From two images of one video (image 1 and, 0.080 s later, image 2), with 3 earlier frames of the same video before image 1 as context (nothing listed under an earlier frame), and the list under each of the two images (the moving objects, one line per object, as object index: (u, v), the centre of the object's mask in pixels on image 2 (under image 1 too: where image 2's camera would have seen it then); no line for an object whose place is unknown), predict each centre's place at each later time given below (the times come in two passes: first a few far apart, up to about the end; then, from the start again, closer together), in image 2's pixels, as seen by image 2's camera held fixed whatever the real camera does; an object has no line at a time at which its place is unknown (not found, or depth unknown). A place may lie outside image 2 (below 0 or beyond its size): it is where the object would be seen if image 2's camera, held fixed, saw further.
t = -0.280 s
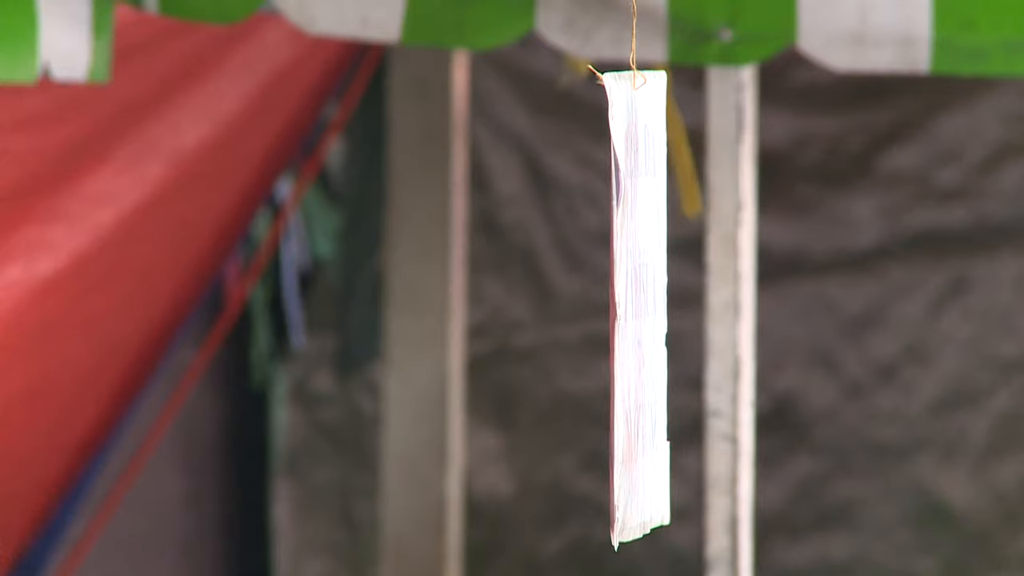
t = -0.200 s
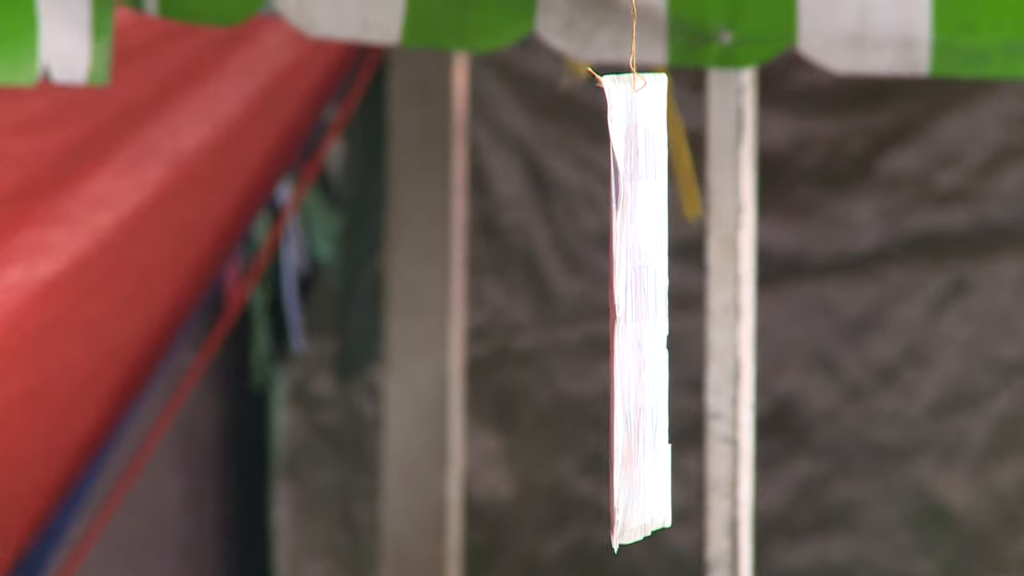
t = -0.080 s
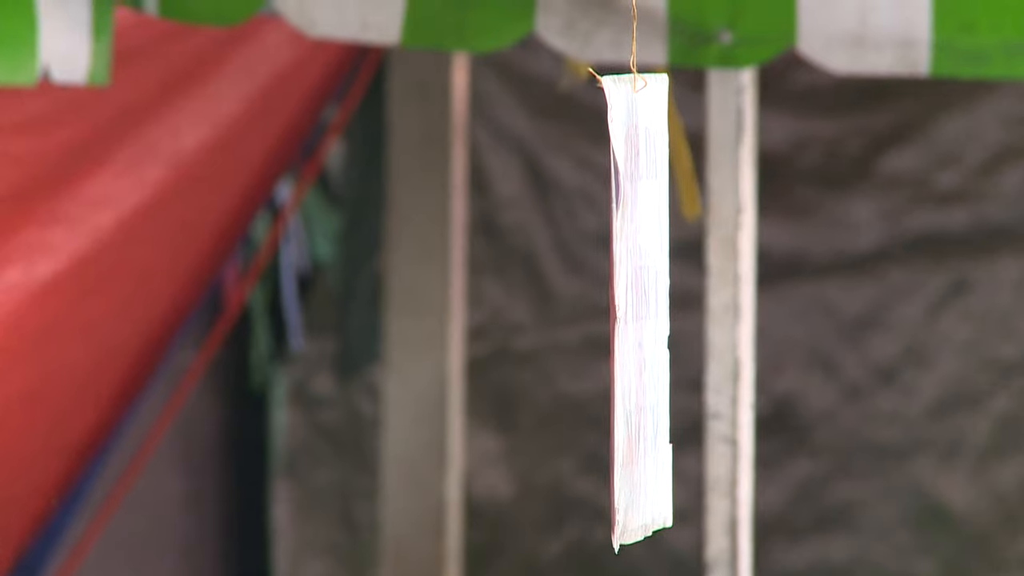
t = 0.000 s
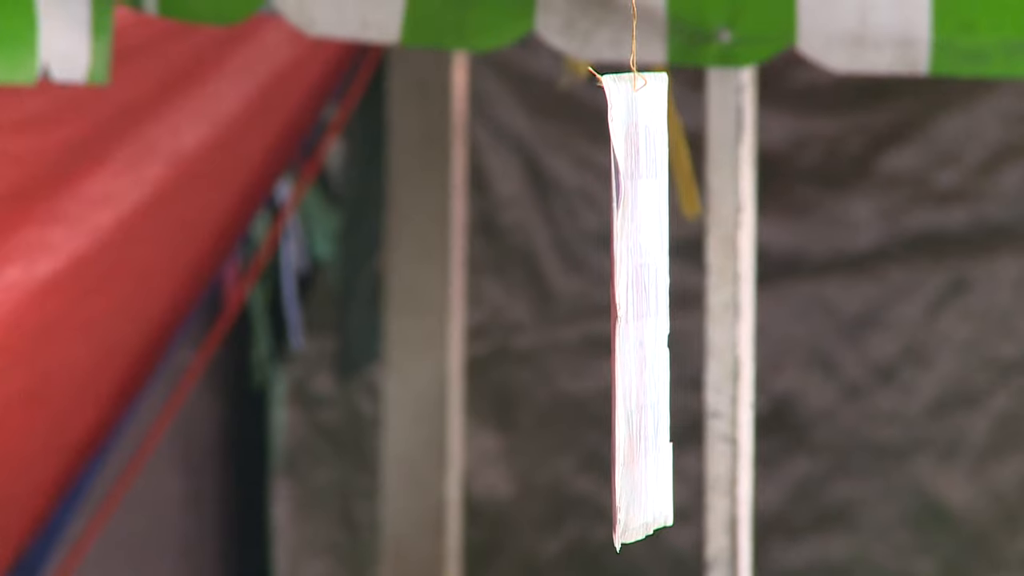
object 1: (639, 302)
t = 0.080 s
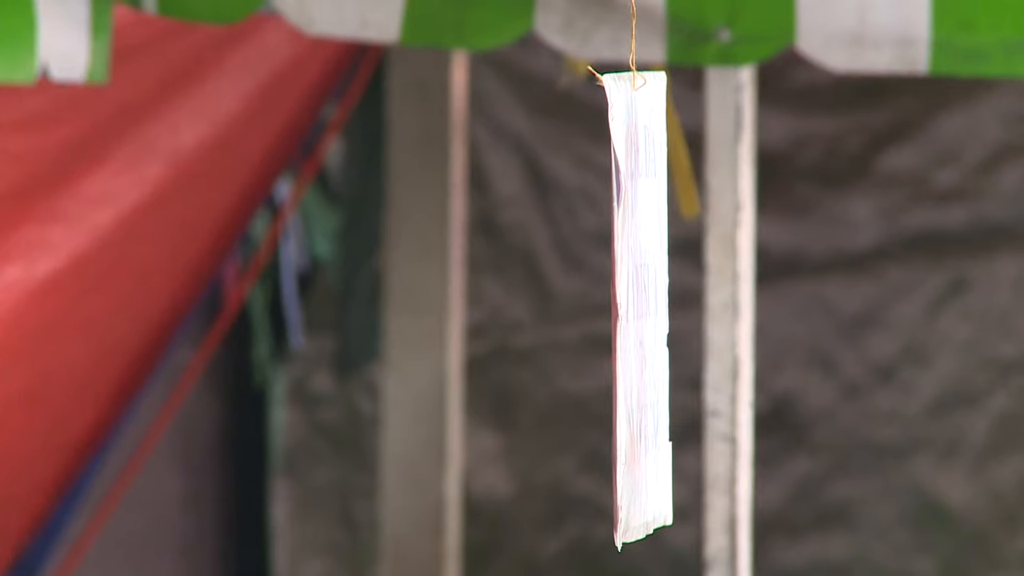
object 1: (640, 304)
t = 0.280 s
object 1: (639, 307)
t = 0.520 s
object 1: (638, 319)
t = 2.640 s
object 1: (643, 308)
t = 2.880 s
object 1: (635, 308)
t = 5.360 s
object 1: (633, 309)
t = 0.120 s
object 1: (640, 303)
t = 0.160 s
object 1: (640, 305)
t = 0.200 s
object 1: (640, 305)
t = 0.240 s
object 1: (640, 305)
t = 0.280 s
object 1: (639, 307)
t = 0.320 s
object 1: (640, 310)
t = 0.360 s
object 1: (640, 309)
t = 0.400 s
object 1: (638, 312)
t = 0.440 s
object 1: (639, 314)
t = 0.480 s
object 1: (638, 316)
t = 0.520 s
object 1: (638, 319)
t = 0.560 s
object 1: (638, 322)
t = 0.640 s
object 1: (642, 322)
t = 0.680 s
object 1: (643, 320)
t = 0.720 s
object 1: (643, 323)
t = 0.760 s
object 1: (644, 321)
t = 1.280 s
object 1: (656, 310)
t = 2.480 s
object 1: (651, 309)
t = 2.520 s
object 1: (650, 308)
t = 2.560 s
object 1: (647, 309)
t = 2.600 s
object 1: (645, 309)
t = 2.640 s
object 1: (643, 308)
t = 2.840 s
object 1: (636, 308)
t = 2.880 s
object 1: (635, 308)
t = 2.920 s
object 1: (634, 308)
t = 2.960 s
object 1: (633, 308)
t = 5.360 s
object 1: (633, 309)
